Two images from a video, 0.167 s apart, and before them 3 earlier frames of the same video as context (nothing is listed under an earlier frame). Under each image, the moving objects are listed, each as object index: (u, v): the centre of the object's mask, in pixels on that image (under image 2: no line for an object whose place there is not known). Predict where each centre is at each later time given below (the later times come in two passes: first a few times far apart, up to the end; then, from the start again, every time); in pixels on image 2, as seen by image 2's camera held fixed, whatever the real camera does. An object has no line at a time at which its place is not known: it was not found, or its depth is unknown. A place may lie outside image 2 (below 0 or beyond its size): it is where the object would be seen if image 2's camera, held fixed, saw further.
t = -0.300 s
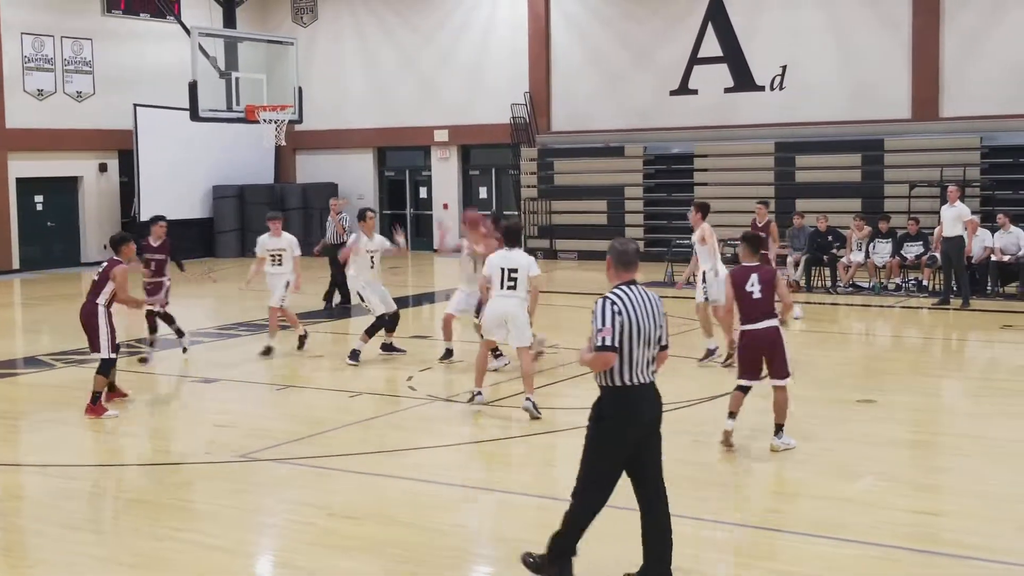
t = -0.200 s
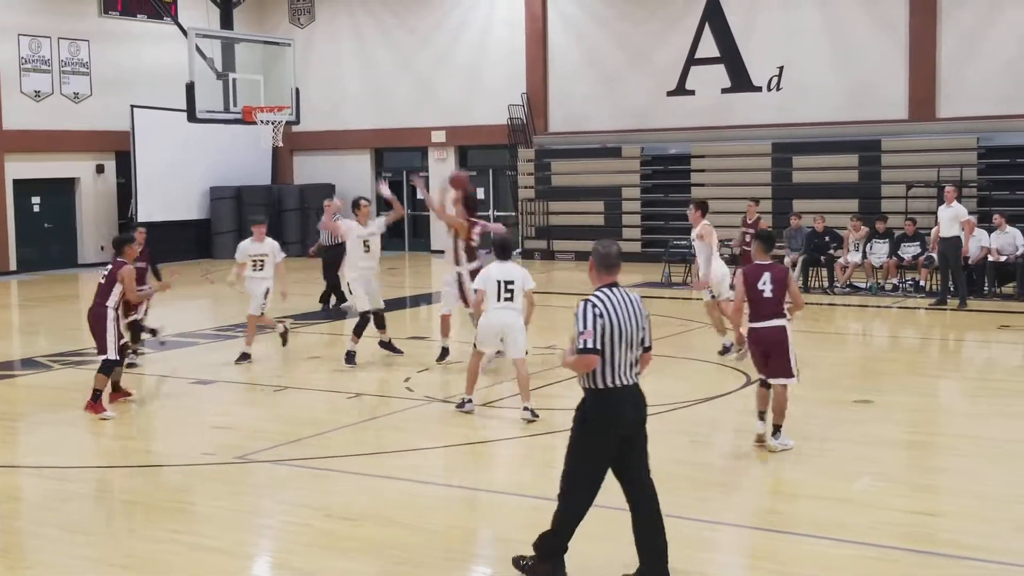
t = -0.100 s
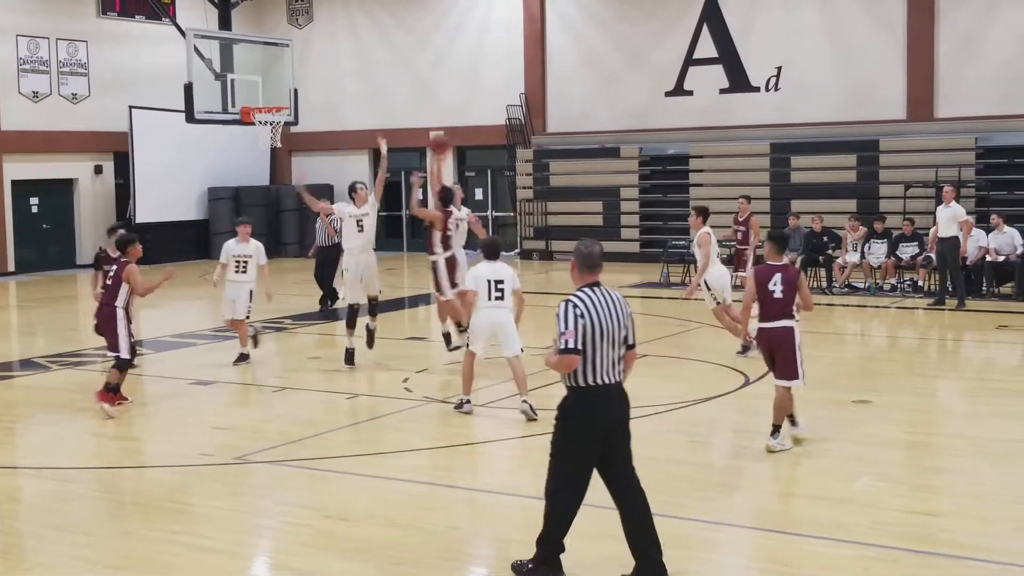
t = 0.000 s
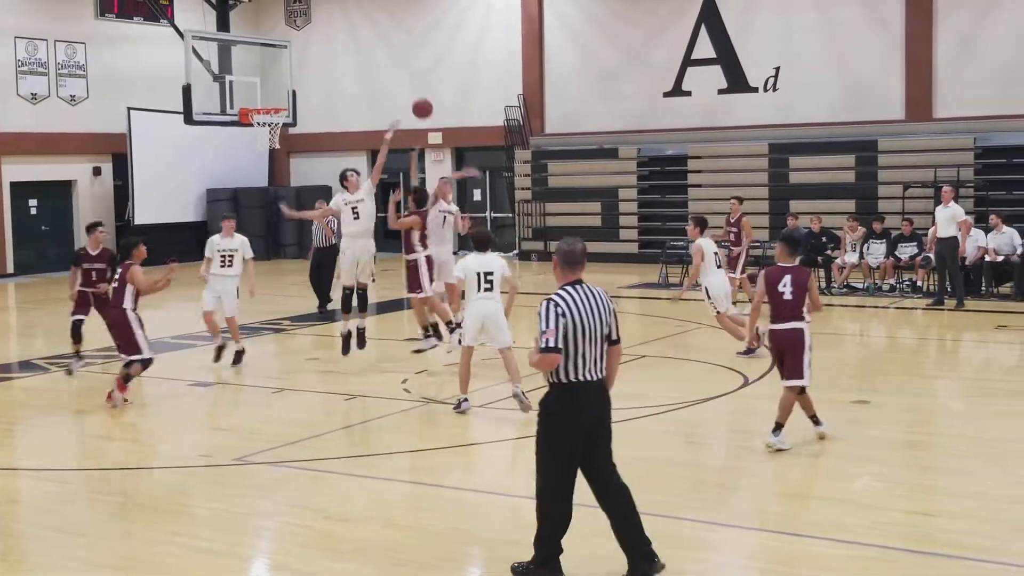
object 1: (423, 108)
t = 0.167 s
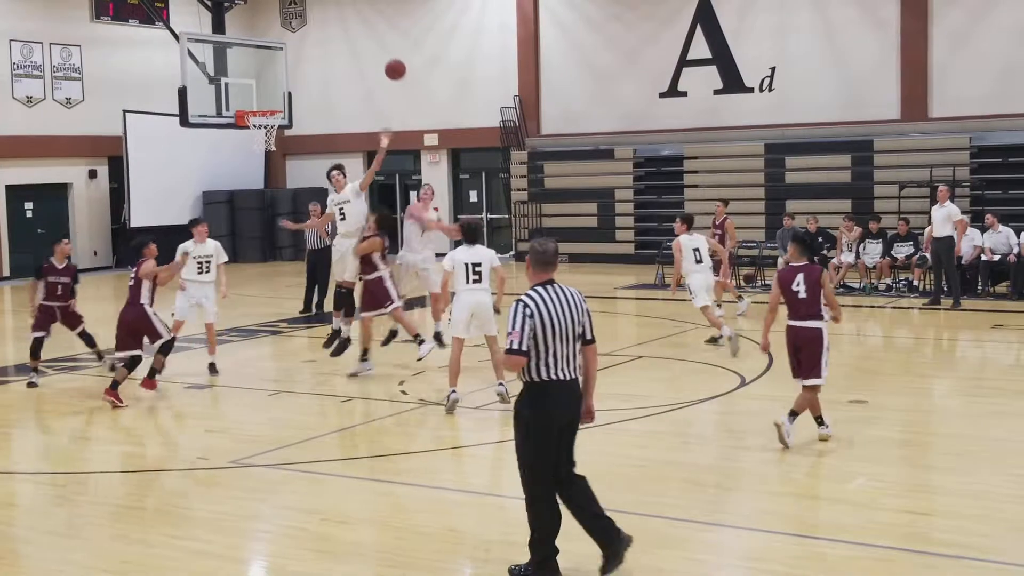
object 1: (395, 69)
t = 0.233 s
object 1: (387, 60)
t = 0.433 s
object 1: (361, 55)
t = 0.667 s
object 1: (333, 93)
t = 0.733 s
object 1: (326, 113)
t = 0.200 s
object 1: (391, 64)
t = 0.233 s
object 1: (387, 60)
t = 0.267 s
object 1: (382, 57)
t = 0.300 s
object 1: (378, 55)
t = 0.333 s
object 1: (374, 53)
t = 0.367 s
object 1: (369, 53)
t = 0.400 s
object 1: (365, 54)
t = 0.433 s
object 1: (361, 55)
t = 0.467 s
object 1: (357, 58)
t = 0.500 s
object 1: (353, 61)
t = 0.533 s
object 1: (349, 66)
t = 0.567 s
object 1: (345, 71)
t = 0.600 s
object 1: (341, 78)
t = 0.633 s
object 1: (337, 85)
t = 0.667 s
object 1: (333, 93)
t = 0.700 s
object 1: (330, 102)
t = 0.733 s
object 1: (326, 113)
